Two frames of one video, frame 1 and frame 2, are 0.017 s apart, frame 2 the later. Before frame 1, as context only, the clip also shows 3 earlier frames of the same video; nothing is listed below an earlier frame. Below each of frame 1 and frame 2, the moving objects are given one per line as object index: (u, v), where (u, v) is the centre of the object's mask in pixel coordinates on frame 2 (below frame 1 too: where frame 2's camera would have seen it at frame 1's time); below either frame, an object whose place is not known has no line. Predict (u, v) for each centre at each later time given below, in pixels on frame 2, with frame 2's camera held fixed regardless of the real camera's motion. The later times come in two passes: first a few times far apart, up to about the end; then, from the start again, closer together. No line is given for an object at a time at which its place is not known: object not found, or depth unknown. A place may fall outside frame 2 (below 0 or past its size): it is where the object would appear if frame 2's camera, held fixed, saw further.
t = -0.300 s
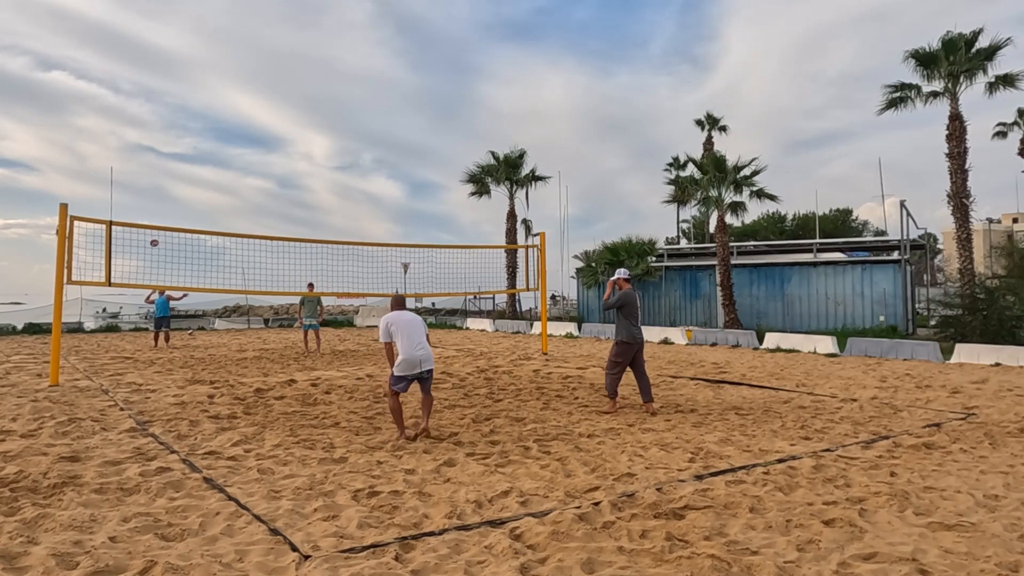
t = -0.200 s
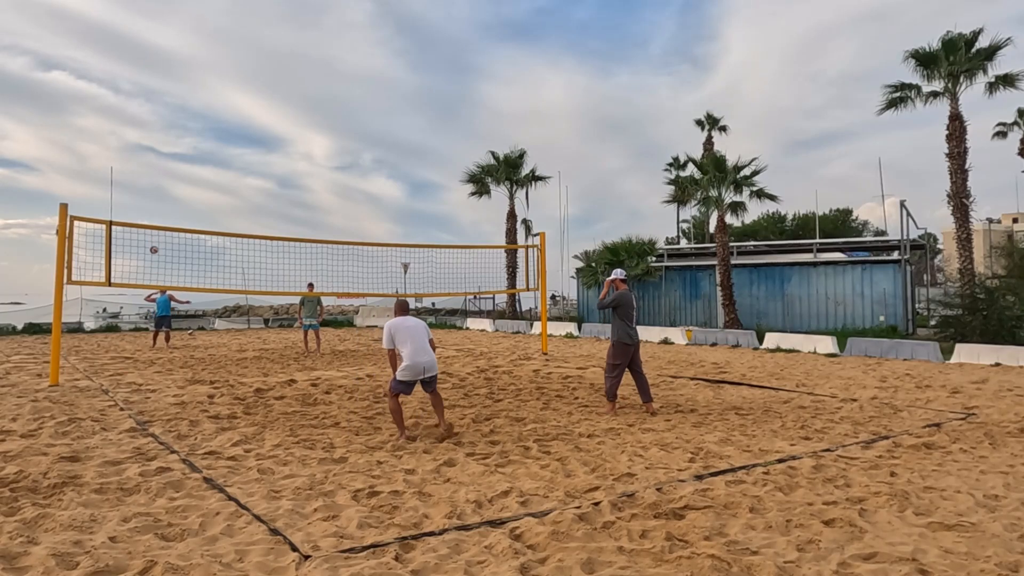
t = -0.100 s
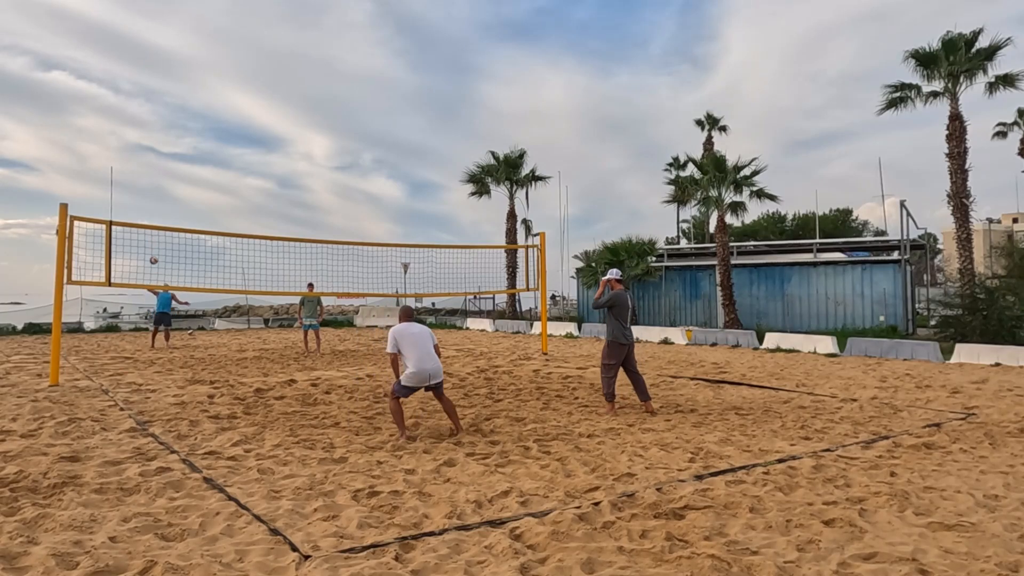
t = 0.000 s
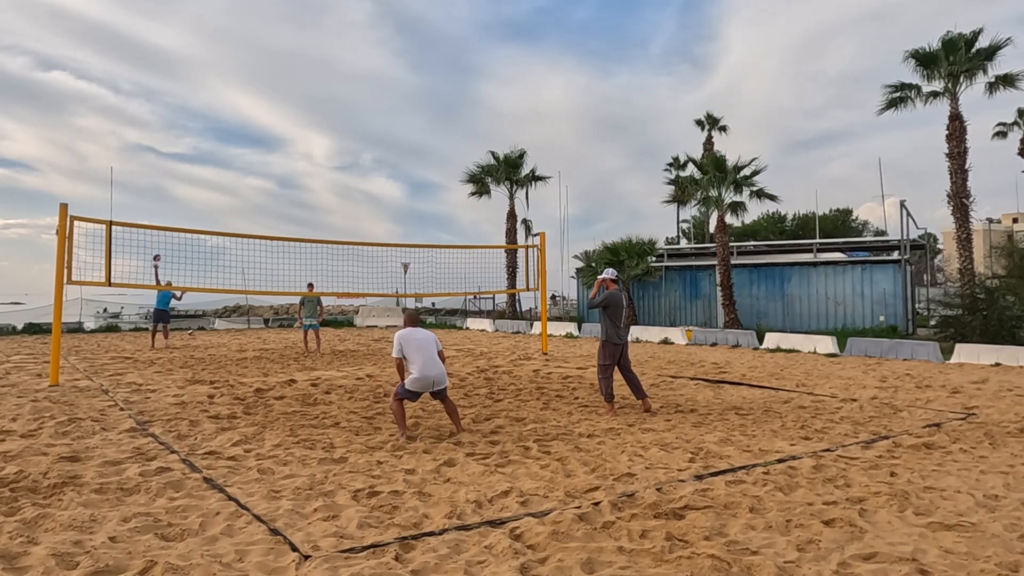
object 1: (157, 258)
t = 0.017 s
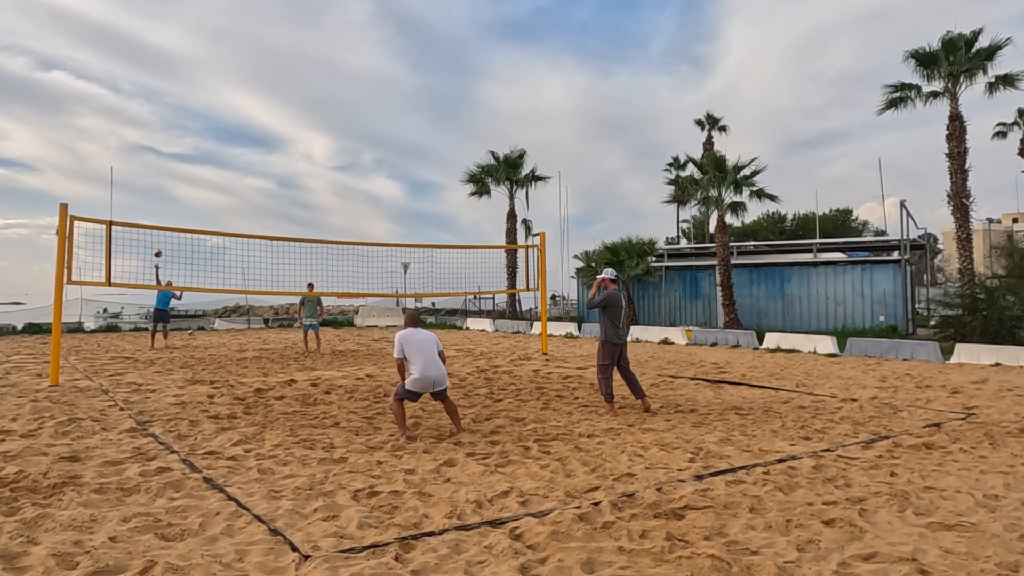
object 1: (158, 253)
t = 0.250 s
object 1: (178, 200)
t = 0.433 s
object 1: (196, 169)
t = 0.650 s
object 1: (224, 150)
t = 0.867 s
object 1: (258, 157)
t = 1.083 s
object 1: (303, 202)
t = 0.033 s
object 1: (159, 249)
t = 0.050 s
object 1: (160, 245)
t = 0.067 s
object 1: (162, 241)
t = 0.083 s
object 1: (163, 237)
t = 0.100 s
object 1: (164, 234)
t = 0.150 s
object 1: (168, 221)
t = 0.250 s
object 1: (178, 200)
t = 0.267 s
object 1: (179, 197)
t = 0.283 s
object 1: (181, 194)
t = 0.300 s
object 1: (183, 191)
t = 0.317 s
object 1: (184, 188)
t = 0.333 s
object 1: (186, 184)
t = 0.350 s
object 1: (187, 182)
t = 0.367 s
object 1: (189, 179)
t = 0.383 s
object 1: (191, 176)
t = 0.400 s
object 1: (193, 174)
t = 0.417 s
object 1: (195, 171)
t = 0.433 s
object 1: (196, 169)
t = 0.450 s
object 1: (198, 167)
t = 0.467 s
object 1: (201, 165)
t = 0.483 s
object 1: (203, 163)
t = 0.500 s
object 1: (205, 161)
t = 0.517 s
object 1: (207, 159)
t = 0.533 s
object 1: (209, 158)
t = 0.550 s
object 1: (211, 156)
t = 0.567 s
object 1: (213, 155)
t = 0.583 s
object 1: (215, 153)
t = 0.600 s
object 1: (218, 152)
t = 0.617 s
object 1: (220, 151)
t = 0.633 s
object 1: (222, 151)
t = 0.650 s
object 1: (224, 150)
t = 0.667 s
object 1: (227, 149)
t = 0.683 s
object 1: (229, 149)
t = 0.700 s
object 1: (231, 149)
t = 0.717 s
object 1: (234, 149)
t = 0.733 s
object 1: (237, 149)
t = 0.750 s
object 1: (239, 150)
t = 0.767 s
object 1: (242, 150)
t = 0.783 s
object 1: (244, 151)
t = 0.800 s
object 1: (247, 152)
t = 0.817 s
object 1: (250, 153)
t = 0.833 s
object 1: (252, 154)
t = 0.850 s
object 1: (255, 155)
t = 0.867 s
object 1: (258, 157)
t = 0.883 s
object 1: (261, 159)
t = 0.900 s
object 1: (264, 161)
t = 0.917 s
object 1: (267, 163)
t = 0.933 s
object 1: (270, 166)
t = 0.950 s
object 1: (274, 169)
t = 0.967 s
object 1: (277, 172)
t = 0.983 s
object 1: (281, 176)
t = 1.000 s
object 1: (285, 180)
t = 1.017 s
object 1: (288, 183)
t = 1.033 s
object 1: (292, 188)
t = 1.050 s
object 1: (296, 192)
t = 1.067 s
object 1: (299, 197)
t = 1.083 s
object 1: (303, 202)
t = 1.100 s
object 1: (307, 207)
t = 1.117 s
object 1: (311, 213)
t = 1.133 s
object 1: (315, 220)
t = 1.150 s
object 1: (320, 226)
